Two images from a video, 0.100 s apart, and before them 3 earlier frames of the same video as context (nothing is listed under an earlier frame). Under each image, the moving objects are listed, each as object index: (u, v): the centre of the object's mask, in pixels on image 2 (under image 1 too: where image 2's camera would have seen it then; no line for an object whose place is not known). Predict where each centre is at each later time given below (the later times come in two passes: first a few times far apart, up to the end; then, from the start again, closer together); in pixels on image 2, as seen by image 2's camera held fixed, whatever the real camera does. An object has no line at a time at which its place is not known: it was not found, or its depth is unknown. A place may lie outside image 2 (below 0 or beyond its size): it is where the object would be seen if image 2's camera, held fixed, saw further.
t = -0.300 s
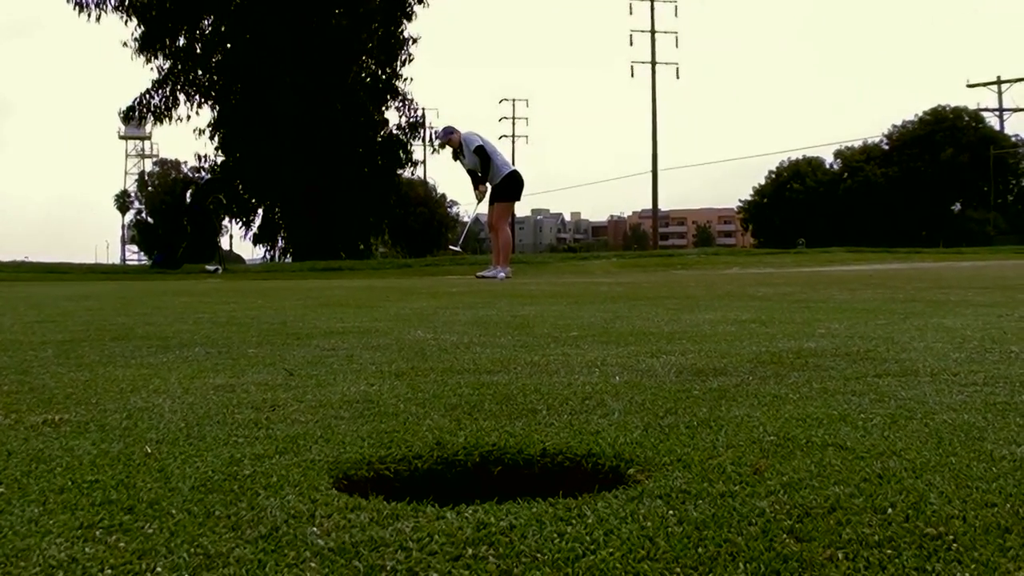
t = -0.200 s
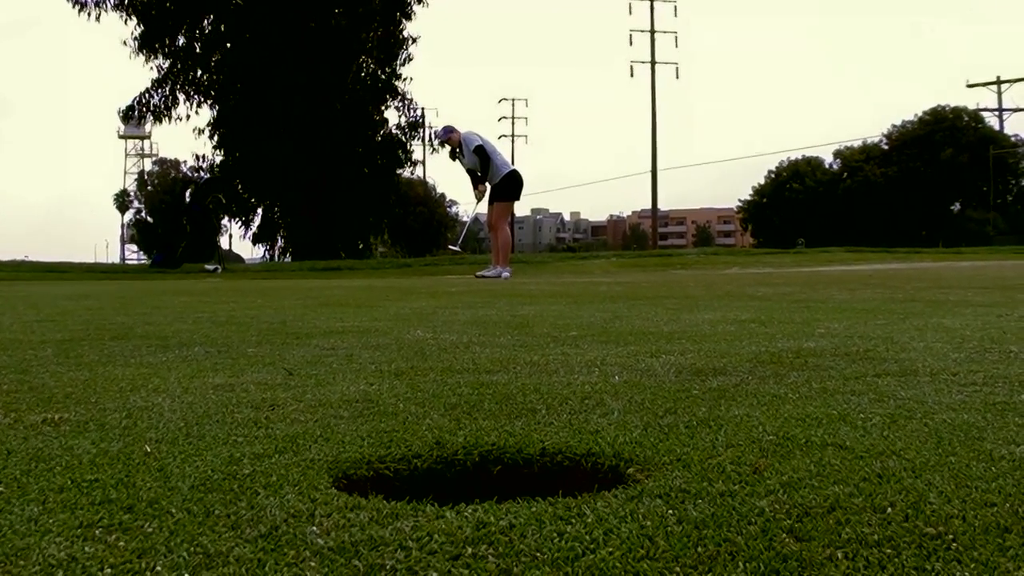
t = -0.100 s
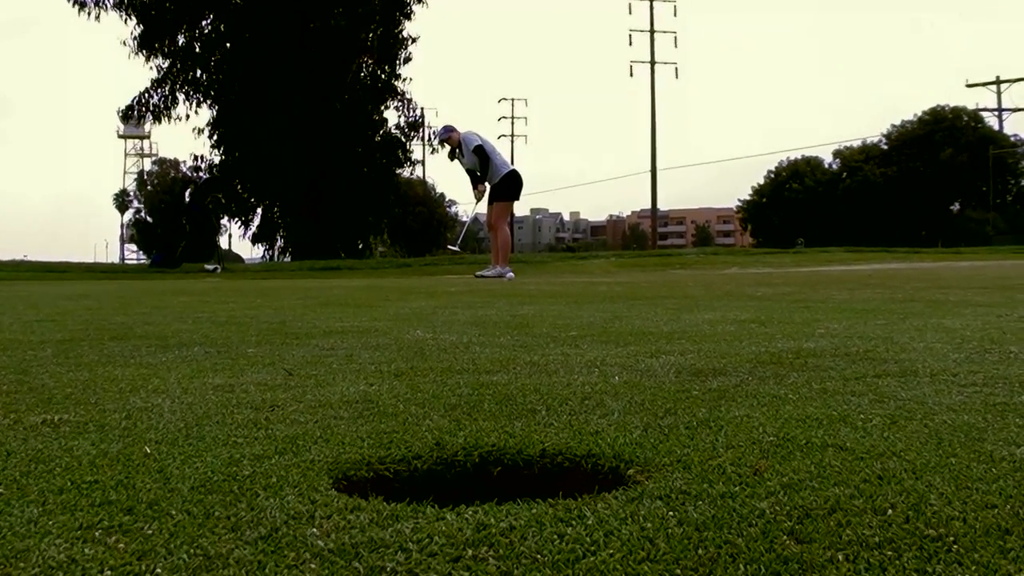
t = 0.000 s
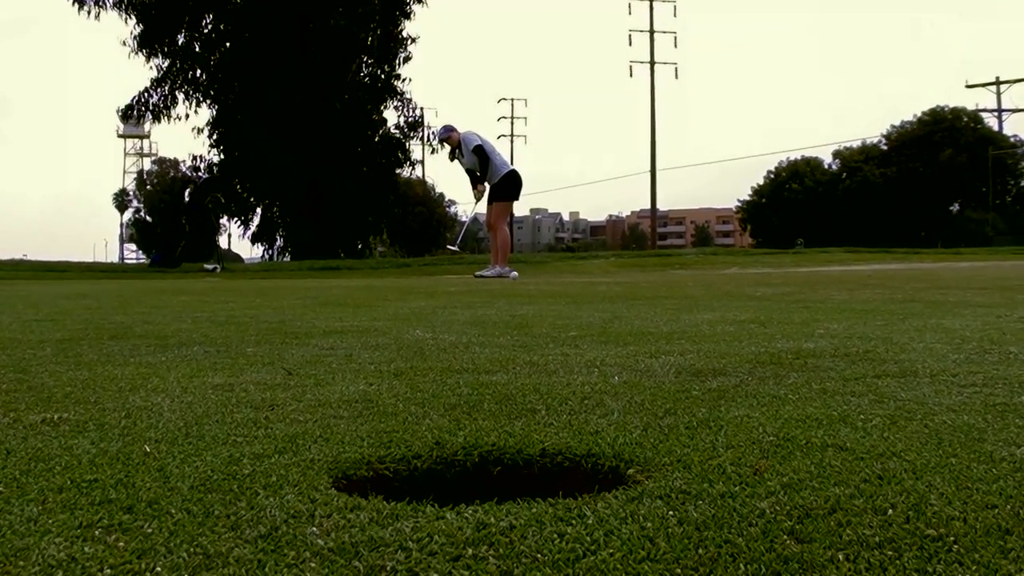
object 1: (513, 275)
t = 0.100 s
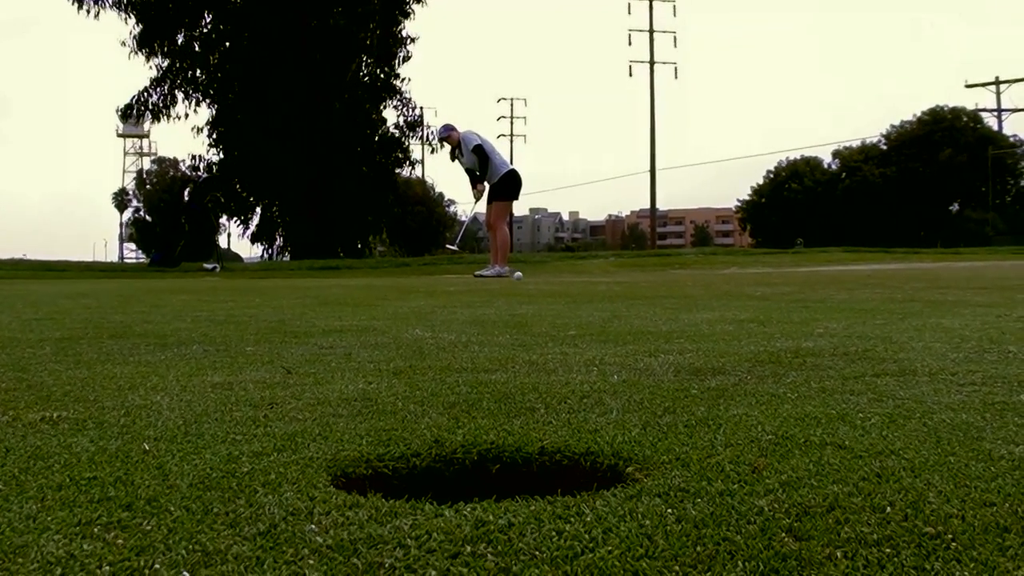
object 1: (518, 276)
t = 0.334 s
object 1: (527, 276)
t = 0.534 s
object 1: (537, 276)
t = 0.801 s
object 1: (550, 277)
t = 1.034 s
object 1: (560, 279)
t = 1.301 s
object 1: (573, 281)
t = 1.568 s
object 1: (587, 283)
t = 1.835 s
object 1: (603, 286)
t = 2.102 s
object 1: (616, 290)
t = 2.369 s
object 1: (626, 293)
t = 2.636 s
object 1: (627, 295)
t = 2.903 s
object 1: (616, 299)
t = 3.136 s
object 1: (600, 301)
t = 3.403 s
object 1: (574, 305)
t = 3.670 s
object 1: (545, 308)
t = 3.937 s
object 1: (518, 308)
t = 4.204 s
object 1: (499, 309)
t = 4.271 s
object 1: (495, 310)
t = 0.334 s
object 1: (527, 276)
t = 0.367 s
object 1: (529, 276)
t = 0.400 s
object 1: (530, 275)
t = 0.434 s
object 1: (532, 276)
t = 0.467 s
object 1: (534, 276)
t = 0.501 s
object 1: (535, 276)
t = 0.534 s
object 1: (537, 276)
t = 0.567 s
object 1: (538, 276)
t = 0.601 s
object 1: (540, 276)
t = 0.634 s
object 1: (541, 276)
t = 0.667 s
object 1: (543, 276)
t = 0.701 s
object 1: (545, 275)
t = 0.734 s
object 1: (546, 275)
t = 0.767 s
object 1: (548, 277)
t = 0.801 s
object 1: (550, 277)
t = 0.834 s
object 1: (551, 277)
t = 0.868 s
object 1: (553, 278)
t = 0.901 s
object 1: (554, 278)
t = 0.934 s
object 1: (556, 278)
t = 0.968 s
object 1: (557, 278)
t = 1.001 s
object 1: (559, 278)
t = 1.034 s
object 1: (560, 279)
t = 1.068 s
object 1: (562, 279)
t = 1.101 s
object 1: (563, 279)
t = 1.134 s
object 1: (565, 280)
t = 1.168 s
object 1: (566, 280)
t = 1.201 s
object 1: (568, 280)
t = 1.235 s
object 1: (569, 281)
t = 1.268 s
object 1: (571, 281)
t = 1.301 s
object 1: (573, 281)
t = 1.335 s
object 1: (575, 281)
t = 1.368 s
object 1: (577, 282)
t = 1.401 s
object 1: (579, 282)
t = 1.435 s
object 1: (580, 282)
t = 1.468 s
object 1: (582, 282)
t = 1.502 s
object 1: (584, 283)
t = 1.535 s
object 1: (585, 284)
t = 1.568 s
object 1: (587, 283)
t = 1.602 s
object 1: (589, 284)
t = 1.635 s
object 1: (592, 284)
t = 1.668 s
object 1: (593, 284)
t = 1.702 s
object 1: (595, 285)
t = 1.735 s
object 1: (597, 286)
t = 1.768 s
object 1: (599, 286)
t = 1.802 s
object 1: (601, 286)
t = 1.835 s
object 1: (603, 286)
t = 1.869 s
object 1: (605, 287)
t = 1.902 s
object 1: (607, 287)
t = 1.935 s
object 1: (608, 286)
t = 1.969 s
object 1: (610, 288)
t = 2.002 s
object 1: (611, 288)
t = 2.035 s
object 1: (613, 289)
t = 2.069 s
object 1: (615, 289)
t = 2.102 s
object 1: (616, 290)
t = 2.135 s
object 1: (618, 290)
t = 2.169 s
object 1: (619, 290)
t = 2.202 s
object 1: (620, 291)
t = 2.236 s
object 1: (621, 291)
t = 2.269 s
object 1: (623, 291)
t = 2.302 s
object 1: (624, 292)
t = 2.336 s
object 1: (625, 293)
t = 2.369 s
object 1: (626, 293)
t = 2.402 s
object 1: (627, 293)
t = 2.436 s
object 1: (628, 293)
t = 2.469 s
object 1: (628, 294)
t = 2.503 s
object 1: (629, 294)
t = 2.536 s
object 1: (629, 295)
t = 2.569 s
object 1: (629, 295)
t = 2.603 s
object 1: (628, 295)
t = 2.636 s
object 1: (627, 295)
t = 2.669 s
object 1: (627, 297)
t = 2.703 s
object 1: (626, 296)
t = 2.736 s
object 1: (625, 297)
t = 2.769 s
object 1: (623, 298)
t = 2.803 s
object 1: (621, 298)
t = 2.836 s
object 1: (620, 298)
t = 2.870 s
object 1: (618, 298)
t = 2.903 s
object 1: (616, 299)
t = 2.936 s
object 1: (614, 299)
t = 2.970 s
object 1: (612, 300)
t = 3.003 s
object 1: (610, 300)
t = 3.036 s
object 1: (608, 300)
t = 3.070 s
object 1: (605, 301)
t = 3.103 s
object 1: (603, 301)
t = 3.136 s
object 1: (600, 301)
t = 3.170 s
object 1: (597, 302)
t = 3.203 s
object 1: (594, 302)
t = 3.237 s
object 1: (591, 303)
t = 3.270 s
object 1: (588, 303)
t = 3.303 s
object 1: (584, 304)
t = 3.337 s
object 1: (581, 304)
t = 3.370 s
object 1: (578, 304)
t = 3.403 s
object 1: (574, 305)
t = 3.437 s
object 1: (570, 305)
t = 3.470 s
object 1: (567, 306)
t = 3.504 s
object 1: (563, 306)
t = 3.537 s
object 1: (559, 307)
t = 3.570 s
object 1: (555, 306)
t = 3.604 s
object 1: (552, 307)
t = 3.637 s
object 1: (548, 307)
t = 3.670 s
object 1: (545, 308)
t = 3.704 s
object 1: (541, 308)
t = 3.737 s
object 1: (537, 308)
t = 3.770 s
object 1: (534, 308)
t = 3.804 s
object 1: (530, 308)
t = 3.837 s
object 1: (527, 308)
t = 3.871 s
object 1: (524, 309)
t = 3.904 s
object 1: (520, 309)
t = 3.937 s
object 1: (518, 308)
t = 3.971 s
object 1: (516, 308)
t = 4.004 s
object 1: (514, 308)
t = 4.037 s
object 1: (511, 309)
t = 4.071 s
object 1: (509, 309)
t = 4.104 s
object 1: (506, 309)
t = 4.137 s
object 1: (503, 310)
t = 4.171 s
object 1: (501, 309)
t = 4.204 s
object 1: (499, 309)
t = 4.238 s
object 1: (497, 310)
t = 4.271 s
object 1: (495, 310)
